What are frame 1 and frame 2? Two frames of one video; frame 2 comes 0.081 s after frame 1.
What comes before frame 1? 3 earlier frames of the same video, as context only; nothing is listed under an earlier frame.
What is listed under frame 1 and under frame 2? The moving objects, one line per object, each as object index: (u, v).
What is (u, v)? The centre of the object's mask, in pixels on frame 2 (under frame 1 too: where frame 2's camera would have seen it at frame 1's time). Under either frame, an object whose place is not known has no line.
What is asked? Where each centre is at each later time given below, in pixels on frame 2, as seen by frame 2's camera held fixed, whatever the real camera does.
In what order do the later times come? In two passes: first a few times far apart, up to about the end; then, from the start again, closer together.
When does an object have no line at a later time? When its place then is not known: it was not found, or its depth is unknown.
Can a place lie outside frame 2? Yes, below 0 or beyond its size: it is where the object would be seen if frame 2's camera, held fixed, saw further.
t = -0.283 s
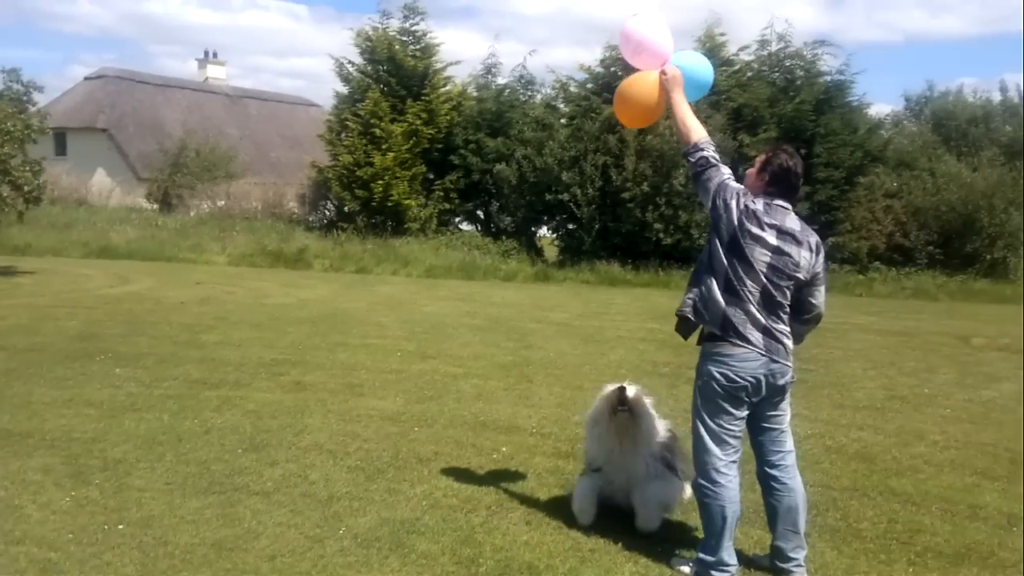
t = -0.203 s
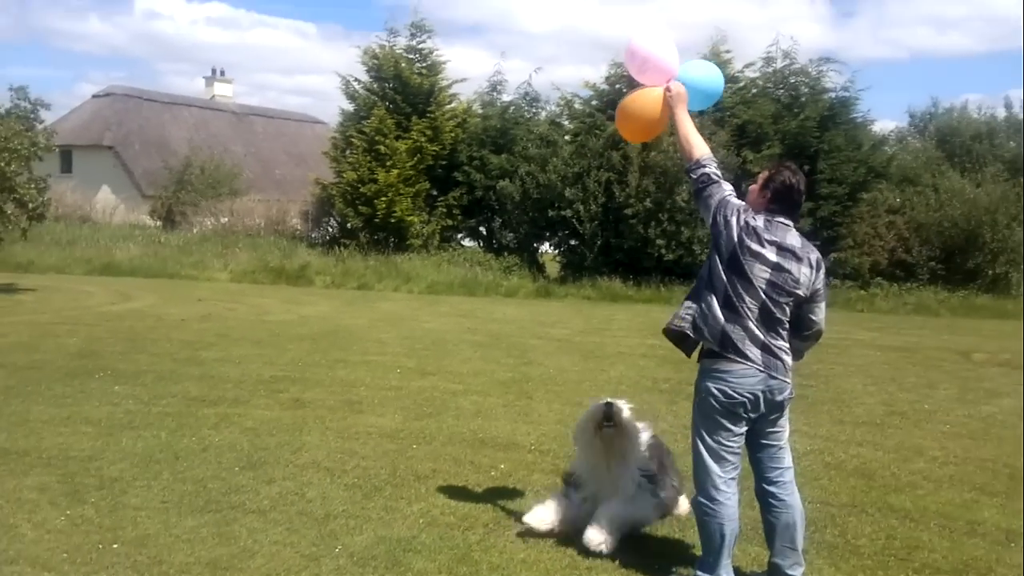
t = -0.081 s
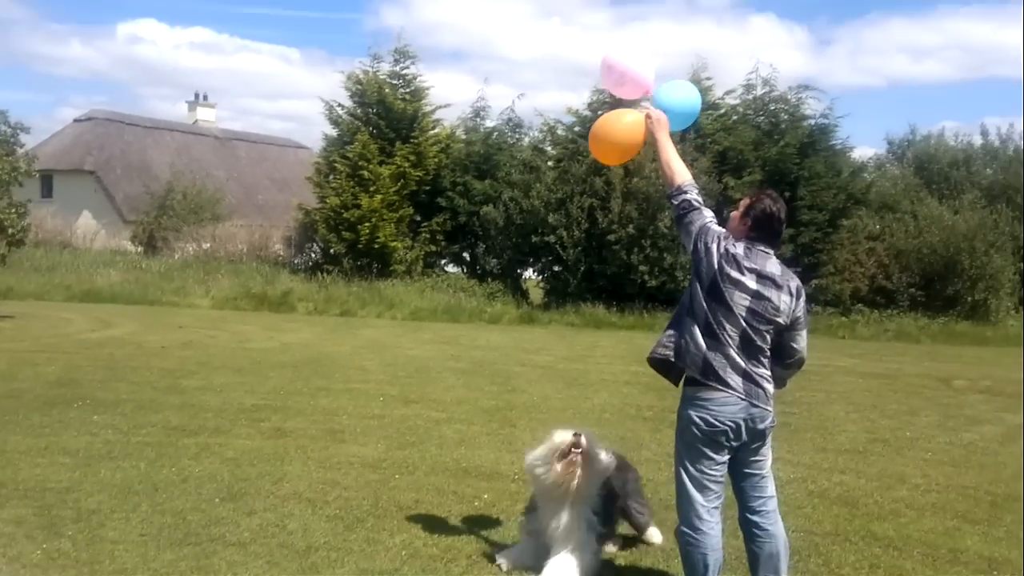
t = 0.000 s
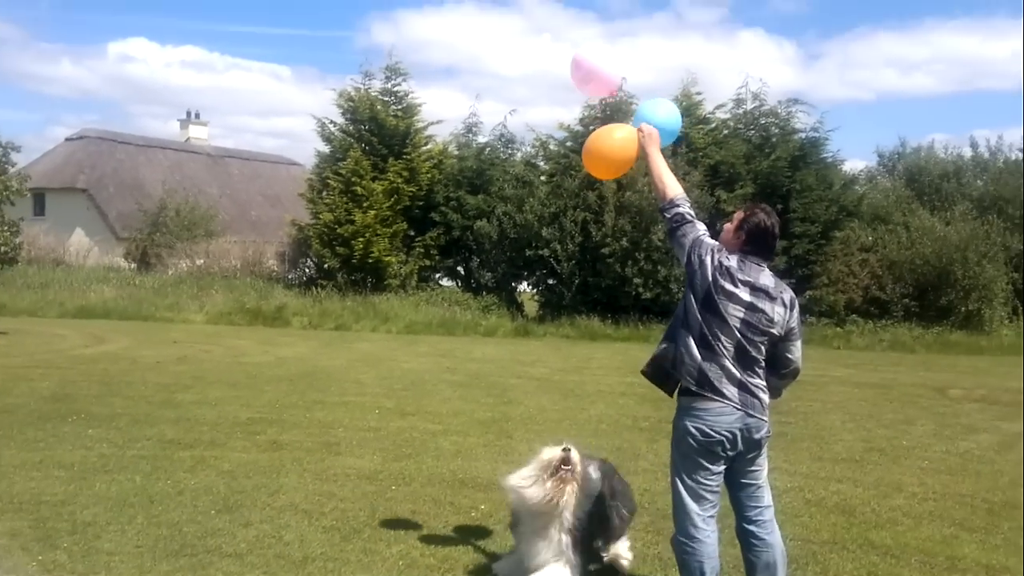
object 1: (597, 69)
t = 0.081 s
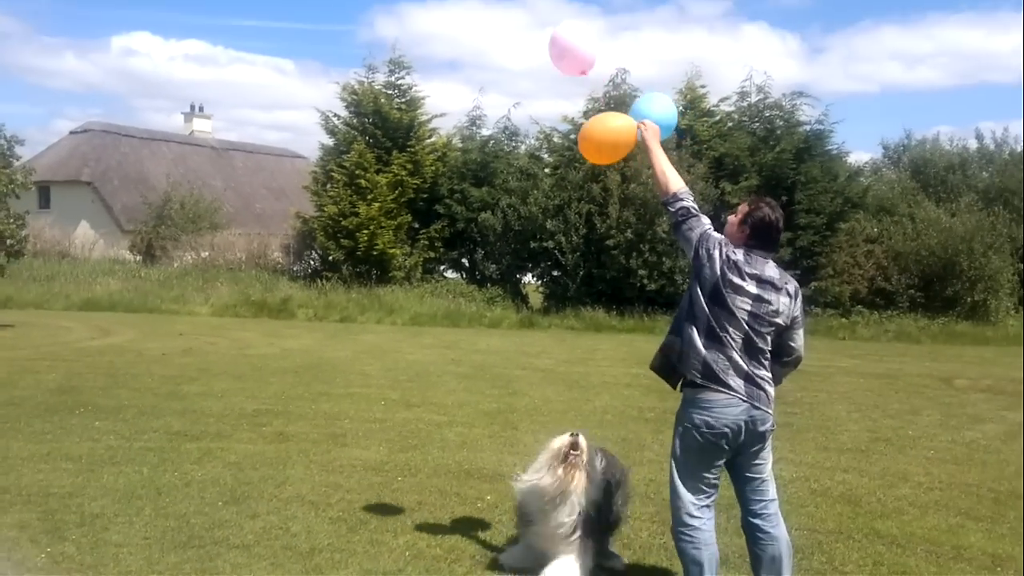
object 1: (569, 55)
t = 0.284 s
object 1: (504, 27)
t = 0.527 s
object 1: (422, 45)
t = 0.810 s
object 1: (348, 70)
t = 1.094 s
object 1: (283, 115)
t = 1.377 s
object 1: (244, 166)
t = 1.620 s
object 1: (222, 212)
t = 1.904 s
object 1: (204, 262)
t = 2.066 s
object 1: (195, 285)
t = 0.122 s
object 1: (559, 45)
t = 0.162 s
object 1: (543, 41)
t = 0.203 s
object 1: (531, 38)
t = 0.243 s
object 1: (518, 28)
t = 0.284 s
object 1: (504, 27)
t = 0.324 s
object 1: (492, 28)
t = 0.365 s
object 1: (476, 29)
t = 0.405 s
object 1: (460, 37)
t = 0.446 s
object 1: (446, 38)
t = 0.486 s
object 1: (432, 42)
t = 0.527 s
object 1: (422, 45)
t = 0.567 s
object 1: (415, 46)
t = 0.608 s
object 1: (403, 47)
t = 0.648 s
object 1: (387, 49)
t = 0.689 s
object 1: (378, 55)
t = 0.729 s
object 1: (367, 61)
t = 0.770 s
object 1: (357, 64)
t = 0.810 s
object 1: (348, 70)
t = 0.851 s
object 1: (336, 75)
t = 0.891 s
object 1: (326, 80)
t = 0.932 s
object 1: (318, 89)
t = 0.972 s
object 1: (309, 94)
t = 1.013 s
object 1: (299, 99)
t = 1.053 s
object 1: (291, 108)
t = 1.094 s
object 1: (283, 115)
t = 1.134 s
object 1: (277, 122)
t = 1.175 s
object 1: (271, 130)
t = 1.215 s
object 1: (264, 136)
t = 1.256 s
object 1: (258, 142)
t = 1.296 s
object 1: (253, 152)
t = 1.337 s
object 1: (249, 159)
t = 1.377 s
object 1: (244, 166)
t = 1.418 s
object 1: (239, 175)
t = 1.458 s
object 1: (235, 182)
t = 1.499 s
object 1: (231, 189)
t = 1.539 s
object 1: (229, 197)
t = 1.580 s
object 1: (224, 204)
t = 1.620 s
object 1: (222, 212)
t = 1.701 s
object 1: (217, 227)
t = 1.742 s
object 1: (214, 234)
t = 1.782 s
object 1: (212, 241)
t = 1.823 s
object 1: (209, 248)
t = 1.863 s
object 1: (206, 255)
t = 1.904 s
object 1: (204, 262)
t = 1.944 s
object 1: (202, 268)
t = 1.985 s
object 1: (200, 274)
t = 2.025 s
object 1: (198, 280)
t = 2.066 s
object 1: (195, 285)
